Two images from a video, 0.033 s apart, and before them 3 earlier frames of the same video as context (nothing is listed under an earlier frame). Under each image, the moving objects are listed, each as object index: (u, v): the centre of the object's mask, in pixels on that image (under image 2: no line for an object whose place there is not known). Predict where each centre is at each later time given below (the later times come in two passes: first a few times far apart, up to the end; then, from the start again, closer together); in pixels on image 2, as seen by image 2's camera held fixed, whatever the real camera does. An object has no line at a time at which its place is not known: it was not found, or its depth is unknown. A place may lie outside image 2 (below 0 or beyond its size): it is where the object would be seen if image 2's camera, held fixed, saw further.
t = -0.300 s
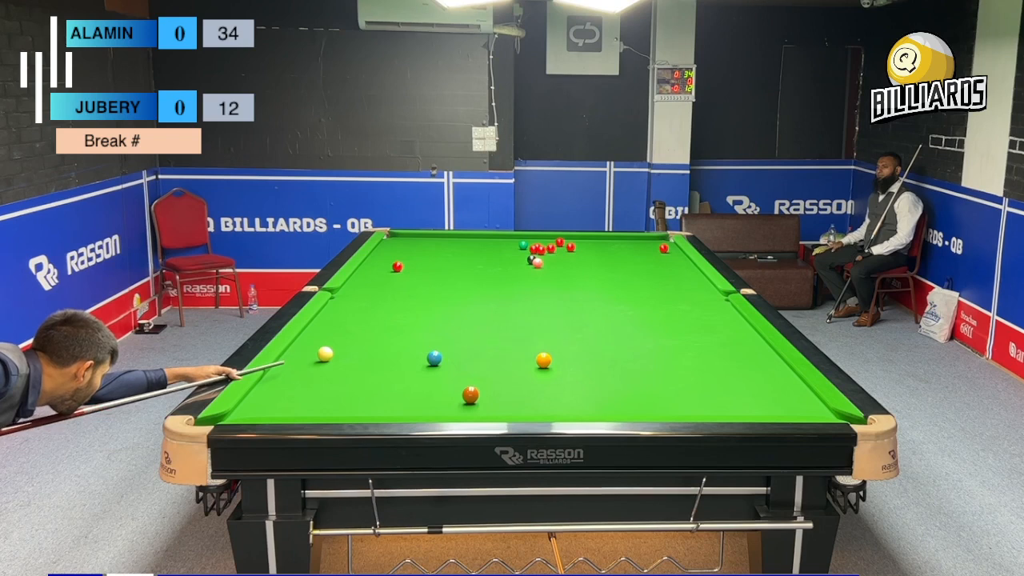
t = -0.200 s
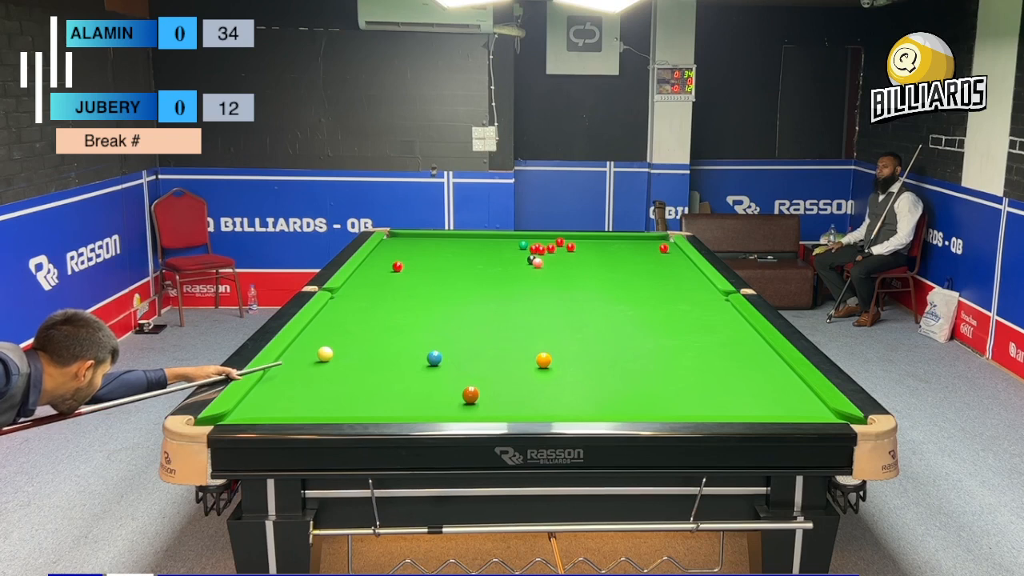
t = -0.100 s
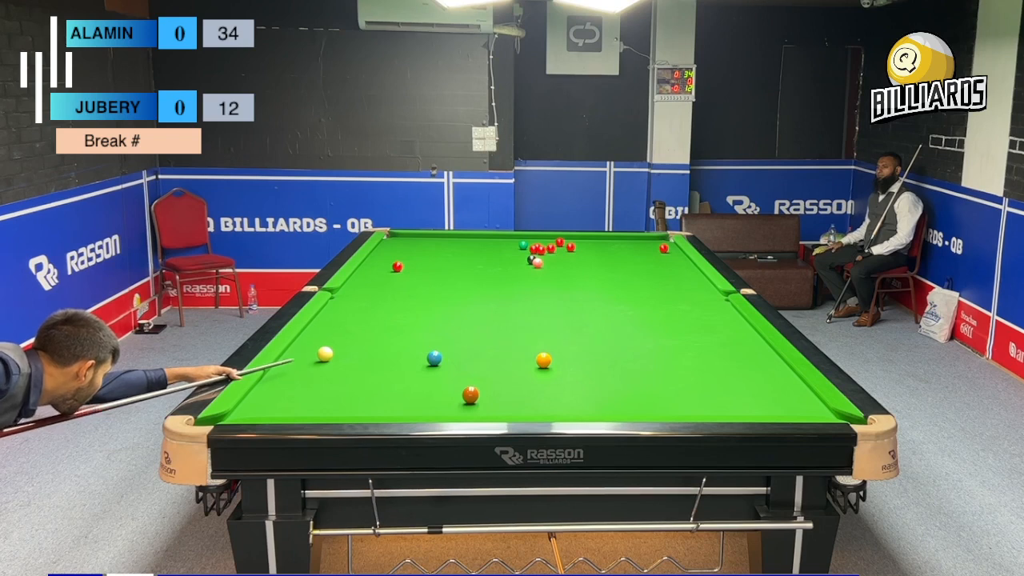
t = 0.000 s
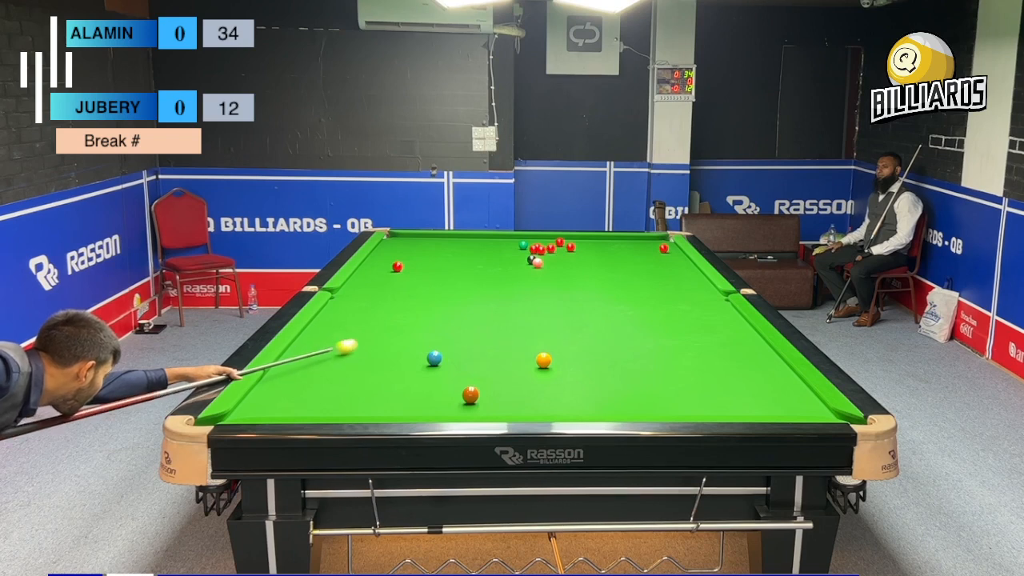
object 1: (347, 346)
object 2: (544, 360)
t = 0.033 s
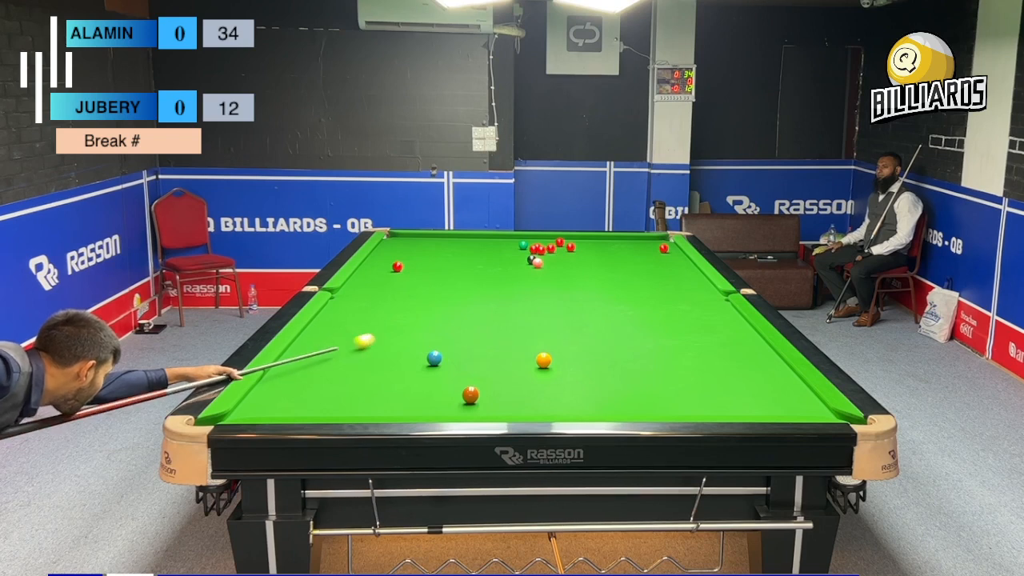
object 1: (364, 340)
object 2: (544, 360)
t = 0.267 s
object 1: (460, 310)
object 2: (544, 360)
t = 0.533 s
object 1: (541, 285)
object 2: (544, 360)
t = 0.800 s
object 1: (605, 265)
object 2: (544, 360)
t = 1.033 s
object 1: (649, 250)
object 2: (544, 360)
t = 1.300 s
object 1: (640, 239)
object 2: (544, 360)
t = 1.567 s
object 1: (636, 242)
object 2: (544, 360)
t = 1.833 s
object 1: (632, 248)
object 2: (544, 360)
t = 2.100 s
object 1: (628, 254)
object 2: (544, 360)
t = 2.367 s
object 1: (624, 261)
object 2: (544, 360)
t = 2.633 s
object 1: (620, 268)
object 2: (544, 360)
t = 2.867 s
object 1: (615, 274)
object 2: (544, 360)
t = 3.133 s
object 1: (610, 281)
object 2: (544, 360)
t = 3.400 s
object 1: (605, 288)
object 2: (544, 360)
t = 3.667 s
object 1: (600, 296)
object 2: (544, 360)
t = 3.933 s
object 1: (594, 304)
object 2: (544, 360)
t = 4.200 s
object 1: (589, 312)
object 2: (544, 360)
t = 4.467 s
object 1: (583, 320)
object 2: (544, 360)
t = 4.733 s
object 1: (577, 329)
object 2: (544, 360)
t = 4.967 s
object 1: (572, 336)
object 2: (543, 360)
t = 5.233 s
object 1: (565, 345)
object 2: (543, 360)
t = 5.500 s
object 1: (559, 354)
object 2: (543, 360)
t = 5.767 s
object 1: (560, 361)
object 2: (537, 361)
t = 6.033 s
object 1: (567, 367)
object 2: (525, 363)
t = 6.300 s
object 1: (573, 373)
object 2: (516, 365)
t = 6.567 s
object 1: (579, 378)
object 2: (508, 366)
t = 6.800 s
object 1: (585, 382)
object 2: (503, 368)
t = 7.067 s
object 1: (590, 387)
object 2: (498, 368)
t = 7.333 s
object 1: (595, 391)
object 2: (495, 369)
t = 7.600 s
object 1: (599, 394)
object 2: (494, 369)
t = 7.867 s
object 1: (602, 397)
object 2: (495, 369)
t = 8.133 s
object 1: (605, 399)
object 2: (495, 369)
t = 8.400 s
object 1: (607, 400)
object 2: (495, 369)
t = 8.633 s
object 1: (608, 400)
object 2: (495, 369)
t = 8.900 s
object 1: (608, 400)
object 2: (495, 369)
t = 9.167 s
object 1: (608, 400)
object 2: (495, 369)
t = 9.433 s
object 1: (608, 400)
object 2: (495, 369)
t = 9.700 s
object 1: (608, 400)
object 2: (495, 369)
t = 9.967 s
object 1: (608, 400)
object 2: (495, 369)
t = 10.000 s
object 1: (608, 400)
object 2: (495, 369)
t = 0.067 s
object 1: (381, 335)
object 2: (543, 360)
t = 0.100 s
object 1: (395, 331)
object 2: (544, 360)
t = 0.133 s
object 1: (409, 326)
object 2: (544, 360)
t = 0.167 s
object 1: (423, 322)
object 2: (544, 360)
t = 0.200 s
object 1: (436, 318)
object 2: (544, 360)
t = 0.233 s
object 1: (448, 314)
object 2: (544, 360)
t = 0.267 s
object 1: (460, 310)
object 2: (544, 360)
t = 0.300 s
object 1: (471, 307)
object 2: (544, 360)
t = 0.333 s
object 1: (483, 303)
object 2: (544, 360)
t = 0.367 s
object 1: (493, 300)
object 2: (544, 360)
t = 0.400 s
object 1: (503, 297)
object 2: (544, 360)
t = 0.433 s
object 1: (513, 294)
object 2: (544, 360)
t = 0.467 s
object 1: (523, 291)
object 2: (544, 360)
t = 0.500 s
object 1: (532, 288)
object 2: (544, 360)
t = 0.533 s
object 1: (541, 285)
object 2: (544, 360)
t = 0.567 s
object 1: (550, 282)
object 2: (544, 360)
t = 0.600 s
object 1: (559, 279)
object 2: (544, 360)
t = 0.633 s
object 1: (567, 277)
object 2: (544, 360)
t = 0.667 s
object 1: (575, 274)
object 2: (544, 360)
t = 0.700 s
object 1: (583, 272)
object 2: (544, 360)
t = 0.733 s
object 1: (590, 269)
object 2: (544, 360)
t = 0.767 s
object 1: (597, 267)
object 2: (544, 360)
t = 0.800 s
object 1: (605, 265)
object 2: (544, 360)
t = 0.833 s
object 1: (612, 262)
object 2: (543, 360)
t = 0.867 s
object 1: (618, 260)
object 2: (544, 360)
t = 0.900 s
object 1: (625, 258)
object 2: (544, 360)
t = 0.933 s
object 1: (631, 256)
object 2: (544, 360)
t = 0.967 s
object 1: (638, 254)
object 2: (544, 360)
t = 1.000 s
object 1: (644, 252)
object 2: (544, 360)
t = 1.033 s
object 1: (649, 250)
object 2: (544, 360)
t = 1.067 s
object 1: (654, 248)
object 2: (544, 360)
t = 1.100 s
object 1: (651, 247)
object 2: (544, 360)
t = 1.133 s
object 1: (649, 246)
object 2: (544, 360)
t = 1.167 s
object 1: (646, 245)
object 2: (544, 360)
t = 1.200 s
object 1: (644, 243)
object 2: (543, 360)
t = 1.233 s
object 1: (642, 242)
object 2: (544, 360)
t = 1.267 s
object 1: (641, 240)
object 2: (544, 360)
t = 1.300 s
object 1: (640, 239)
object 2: (544, 360)
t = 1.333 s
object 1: (639, 238)
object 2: (544, 360)
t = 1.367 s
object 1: (638, 237)
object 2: (544, 360)
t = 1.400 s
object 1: (638, 237)
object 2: (544, 360)
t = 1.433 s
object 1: (638, 238)
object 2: (544, 360)
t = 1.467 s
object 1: (637, 239)
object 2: (544, 360)
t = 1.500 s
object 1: (637, 240)
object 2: (544, 360)
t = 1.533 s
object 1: (636, 241)
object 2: (544, 360)
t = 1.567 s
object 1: (636, 242)
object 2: (544, 360)
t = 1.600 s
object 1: (636, 242)
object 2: (544, 360)
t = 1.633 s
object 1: (635, 243)
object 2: (544, 360)
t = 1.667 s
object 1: (635, 244)
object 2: (544, 360)
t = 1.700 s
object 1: (634, 245)
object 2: (544, 360)
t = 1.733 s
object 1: (634, 246)
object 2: (544, 360)
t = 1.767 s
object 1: (633, 246)
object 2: (544, 360)
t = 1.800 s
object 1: (633, 247)
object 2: (544, 360)
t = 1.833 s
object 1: (632, 248)
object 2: (544, 360)
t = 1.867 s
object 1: (632, 249)
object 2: (544, 360)
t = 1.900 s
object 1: (631, 249)
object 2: (544, 360)
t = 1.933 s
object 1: (631, 250)
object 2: (544, 360)
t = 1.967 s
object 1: (630, 251)
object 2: (544, 360)
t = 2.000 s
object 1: (630, 252)
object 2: (544, 360)
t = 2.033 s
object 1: (629, 252)
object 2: (544, 360)
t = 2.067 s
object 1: (629, 253)
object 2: (544, 360)
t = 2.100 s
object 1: (628, 254)
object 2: (544, 360)
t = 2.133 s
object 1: (628, 255)
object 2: (544, 360)
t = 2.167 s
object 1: (627, 256)
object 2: (544, 360)
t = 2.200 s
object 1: (627, 257)
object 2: (544, 360)
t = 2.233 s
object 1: (626, 257)
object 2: (544, 360)
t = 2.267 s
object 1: (626, 258)
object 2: (544, 360)
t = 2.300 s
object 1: (625, 259)
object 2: (544, 360)
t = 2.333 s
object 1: (625, 260)
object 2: (544, 360)
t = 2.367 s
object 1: (624, 261)
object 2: (544, 360)
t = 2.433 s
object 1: (623, 262)
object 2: (544, 360)
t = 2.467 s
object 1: (622, 263)
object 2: (544, 360)
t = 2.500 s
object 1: (622, 264)
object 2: (544, 360)
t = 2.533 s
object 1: (621, 265)
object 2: (544, 360)
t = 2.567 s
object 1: (621, 266)
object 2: (544, 360)
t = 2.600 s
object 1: (620, 267)
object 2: (544, 360)
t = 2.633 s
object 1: (620, 268)
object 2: (544, 360)
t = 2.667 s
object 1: (619, 268)
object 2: (544, 360)
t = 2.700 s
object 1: (618, 269)
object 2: (544, 360)
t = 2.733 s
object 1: (618, 270)
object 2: (544, 360)
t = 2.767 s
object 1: (617, 271)
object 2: (544, 360)
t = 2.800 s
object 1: (617, 272)
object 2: (544, 360)
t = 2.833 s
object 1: (616, 273)
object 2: (544, 360)
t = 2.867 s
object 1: (615, 274)
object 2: (544, 360)
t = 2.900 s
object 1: (615, 275)
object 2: (544, 360)
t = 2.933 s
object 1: (614, 275)
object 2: (544, 360)
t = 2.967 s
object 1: (614, 277)
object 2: (544, 360)
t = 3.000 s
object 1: (613, 277)
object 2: (544, 360)
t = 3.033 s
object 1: (612, 278)
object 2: (544, 360)
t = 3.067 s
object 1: (612, 279)
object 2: (544, 360)
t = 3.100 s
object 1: (611, 280)
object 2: (544, 360)
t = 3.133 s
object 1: (610, 281)
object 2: (544, 360)
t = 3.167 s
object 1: (610, 282)
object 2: (544, 360)
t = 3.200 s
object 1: (609, 283)
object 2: (544, 360)
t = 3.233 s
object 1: (608, 284)
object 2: (544, 360)
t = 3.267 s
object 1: (608, 284)
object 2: (544, 360)
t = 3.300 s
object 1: (607, 285)
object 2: (544, 360)
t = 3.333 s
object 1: (607, 286)
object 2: (544, 360)
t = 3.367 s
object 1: (606, 288)
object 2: (544, 360)
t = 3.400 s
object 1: (605, 288)
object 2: (544, 360)
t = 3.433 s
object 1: (605, 289)
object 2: (544, 360)
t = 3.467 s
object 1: (604, 290)
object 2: (544, 360)
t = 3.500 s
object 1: (603, 291)
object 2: (544, 360)
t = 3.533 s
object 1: (602, 292)
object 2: (544, 360)
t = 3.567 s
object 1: (602, 293)
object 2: (544, 360)
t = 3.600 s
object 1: (601, 294)
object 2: (544, 360)
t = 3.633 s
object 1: (601, 295)
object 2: (544, 360)
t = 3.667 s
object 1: (600, 296)
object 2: (544, 360)
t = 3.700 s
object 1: (599, 297)
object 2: (544, 360)
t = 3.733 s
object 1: (598, 298)
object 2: (544, 360)
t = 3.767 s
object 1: (598, 299)
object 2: (544, 360)
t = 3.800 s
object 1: (597, 300)
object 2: (544, 360)
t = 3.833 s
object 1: (596, 301)
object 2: (544, 360)
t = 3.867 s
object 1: (596, 302)
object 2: (544, 360)
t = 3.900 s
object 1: (595, 303)
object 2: (544, 360)
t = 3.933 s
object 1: (594, 304)
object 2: (544, 360)
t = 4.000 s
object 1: (593, 306)
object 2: (544, 360)
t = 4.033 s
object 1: (592, 307)
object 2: (544, 360)
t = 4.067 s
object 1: (592, 308)
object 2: (543, 360)
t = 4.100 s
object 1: (591, 309)
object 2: (544, 360)
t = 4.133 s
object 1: (590, 310)
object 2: (544, 360)
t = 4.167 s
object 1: (589, 311)
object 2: (544, 360)
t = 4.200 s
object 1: (589, 312)
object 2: (544, 360)
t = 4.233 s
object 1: (588, 313)
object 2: (544, 360)
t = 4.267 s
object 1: (587, 314)
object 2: (544, 360)
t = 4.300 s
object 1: (587, 315)
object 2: (544, 360)
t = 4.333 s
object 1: (586, 316)
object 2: (544, 360)
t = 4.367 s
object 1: (585, 317)
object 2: (544, 360)
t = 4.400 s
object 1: (585, 318)
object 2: (544, 360)
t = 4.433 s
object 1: (584, 319)
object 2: (544, 360)
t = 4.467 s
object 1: (583, 320)
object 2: (544, 360)
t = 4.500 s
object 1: (582, 321)
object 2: (544, 360)
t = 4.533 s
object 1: (582, 323)
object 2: (544, 360)
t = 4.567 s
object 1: (581, 324)
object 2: (543, 360)
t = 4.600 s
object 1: (580, 324)
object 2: (544, 360)
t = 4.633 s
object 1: (580, 326)
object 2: (543, 360)
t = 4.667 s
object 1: (579, 327)
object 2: (544, 360)
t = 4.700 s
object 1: (578, 328)
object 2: (543, 360)
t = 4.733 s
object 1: (577, 329)
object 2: (544, 360)
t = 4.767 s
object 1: (576, 330)
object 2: (544, 360)
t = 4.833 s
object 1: (575, 332)
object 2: (543, 360)
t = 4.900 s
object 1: (573, 334)
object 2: (543, 360)
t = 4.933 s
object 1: (573, 335)
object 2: (543, 360)
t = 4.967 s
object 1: (572, 336)
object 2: (543, 360)
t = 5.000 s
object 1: (571, 337)
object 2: (543, 360)
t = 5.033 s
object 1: (570, 338)
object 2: (543, 360)
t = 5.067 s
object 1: (569, 339)
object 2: (543, 360)
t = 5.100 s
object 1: (569, 340)
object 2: (543, 360)
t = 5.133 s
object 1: (568, 342)
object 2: (544, 360)
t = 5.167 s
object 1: (567, 343)
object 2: (543, 360)
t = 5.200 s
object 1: (566, 344)
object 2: (543, 360)
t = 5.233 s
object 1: (565, 345)
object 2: (543, 360)
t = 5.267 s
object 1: (565, 346)
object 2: (543, 360)
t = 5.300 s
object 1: (564, 347)
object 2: (543, 360)
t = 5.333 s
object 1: (563, 348)
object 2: (543, 360)
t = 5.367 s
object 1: (562, 349)
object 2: (543, 360)
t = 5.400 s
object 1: (561, 350)
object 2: (543, 360)
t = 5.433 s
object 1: (561, 351)
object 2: (543, 360)
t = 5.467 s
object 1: (560, 352)
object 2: (543, 360)
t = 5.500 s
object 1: (559, 354)
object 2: (543, 360)
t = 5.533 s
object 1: (558, 355)
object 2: (543, 360)
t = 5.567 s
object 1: (557, 356)
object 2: (543, 360)
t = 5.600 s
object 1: (557, 357)
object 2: (543, 360)
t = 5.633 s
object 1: (556, 358)
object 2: (543, 360)
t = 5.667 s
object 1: (557, 359)
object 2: (541, 360)
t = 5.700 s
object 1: (558, 359)
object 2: (540, 360)
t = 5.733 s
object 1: (559, 360)
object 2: (538, 361)
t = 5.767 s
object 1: (560, 361)
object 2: (537, 361)
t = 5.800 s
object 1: (560, 362)
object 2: (535, 361)
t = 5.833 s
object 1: (561, 362)
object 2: (534, 362)
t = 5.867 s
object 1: (562, 363)
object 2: (532, 362)
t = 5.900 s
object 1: (563, 364)
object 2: (531, 362)
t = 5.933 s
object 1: (564, 365)
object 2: (529, 362)
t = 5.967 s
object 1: (565, 365)
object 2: (529, 363)
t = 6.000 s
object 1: (566, 366)
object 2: (527, 363)
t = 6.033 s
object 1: (567, 367)
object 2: (525, 363)
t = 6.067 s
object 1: (568, 368)
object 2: (524, 363)
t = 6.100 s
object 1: (569, 368)
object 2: (523, 364)
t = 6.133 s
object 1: (569, 369)
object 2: (521, 364)
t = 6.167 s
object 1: (570, 370)
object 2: (520, 364)
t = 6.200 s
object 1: (571, 371)
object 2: (519, 364)
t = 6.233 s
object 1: (572, 371)
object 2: (518, 365)
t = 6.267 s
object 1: (573, 372)
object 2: (517, 365)
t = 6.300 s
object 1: (573, 373)
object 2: (516, 365)
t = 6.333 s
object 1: (574, 373)
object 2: (515, 365)
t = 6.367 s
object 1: (575, 374)
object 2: (513, 365)
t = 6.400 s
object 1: (575, 375)
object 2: (513, 366)
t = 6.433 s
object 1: (576, 375)
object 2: (512, 366)
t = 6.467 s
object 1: (577, 376)
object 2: (511, 366)
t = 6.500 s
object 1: (578, 377)
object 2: (510, 366)
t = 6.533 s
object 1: (579, 377)
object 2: (509, 366)
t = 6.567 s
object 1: (579, 378)
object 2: (508, 366)
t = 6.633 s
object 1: (581, 379)
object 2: (506, 367)
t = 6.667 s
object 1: (581, 380)
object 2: (505, 367)
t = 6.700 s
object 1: (582, 380)
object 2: (505, 367)
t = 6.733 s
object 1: (583, 381)
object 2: (504, 367)
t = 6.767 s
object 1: (584, 382)
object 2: (503, 367)
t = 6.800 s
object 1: (585, 382)
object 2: (503, 368)
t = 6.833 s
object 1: (585, 383)
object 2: (502, 368)
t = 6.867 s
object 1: (586, 384)
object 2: (501, 368)
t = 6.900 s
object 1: (586, 384)
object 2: (500, 368)
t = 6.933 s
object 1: (587, 385)
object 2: (500, 368)
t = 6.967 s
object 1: (588, 385)
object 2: (499, 368)
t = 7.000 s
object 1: (589, 386)
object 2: (499, 368)
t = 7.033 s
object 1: (589, 386)
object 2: (498, 368)
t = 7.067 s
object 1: (590, 387)
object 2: (498, 368)
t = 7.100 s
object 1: (591, 387)
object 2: (497, 369)
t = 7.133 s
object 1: (591, 388)
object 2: (497, 369)
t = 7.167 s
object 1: (592, 388)
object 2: (497, 369)
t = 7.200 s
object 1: (593, 389)
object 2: (496, 369)
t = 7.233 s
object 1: (593, 390)
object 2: (496, 369)
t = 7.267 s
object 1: (594, 390)
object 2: (495, 369)
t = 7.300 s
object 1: (594, 390)
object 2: (495, 369)
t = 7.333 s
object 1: (595, 391)
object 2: (495, 369)
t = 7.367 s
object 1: (596, 391)
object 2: (495, 369)
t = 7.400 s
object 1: (596, 392)
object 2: (495, 369)
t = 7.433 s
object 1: (597, 392)
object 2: (495, 369)
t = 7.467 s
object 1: (597, 393)
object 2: (494, 369)
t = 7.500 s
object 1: (598, 393)
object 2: (494, 369)
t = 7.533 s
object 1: (599, 393)
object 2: (494, 369)
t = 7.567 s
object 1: (599, 394)
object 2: (494, 369)
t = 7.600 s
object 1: (599, 394)
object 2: (494, 369)
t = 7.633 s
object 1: (600, 395)
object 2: (494, 369)
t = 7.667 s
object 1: (600, 395)
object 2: (494, 369)
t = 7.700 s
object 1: (600, 395)
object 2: (494, 369)
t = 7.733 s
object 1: (601, 396)
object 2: (495, 369)
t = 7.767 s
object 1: (601, 396)
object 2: (494, 369)
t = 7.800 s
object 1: (602, 396)
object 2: (494, 369)
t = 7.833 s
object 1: (602, 397)
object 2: (495, 369)
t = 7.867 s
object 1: (602, 397)
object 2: (495, 369)
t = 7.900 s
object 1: (603, 397)
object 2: (495, 369)
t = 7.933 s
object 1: (603, 397)
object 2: (495, 369)
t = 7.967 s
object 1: (603, 398)
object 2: (495, 369)
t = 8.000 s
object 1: (604, 398)
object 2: (495, 369)
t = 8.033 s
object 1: (604, 398)
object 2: (495, 369)
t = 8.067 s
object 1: (604, 398)
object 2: (495, 369)
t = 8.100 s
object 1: (605, 399)
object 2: (495, 369)
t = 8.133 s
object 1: (605, 399)
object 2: (495, 369)
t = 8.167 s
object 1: (605, 399)
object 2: (495, 369)
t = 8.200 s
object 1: (605, 399)
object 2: (495, 369)
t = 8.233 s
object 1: (605, 399)
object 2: (495, 369)
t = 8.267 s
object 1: (606, 399)
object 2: (495, 369)
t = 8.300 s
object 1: (606, 400)
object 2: (495, 369)
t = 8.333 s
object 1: (606, 400)
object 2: (495, 369)
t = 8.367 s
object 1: (607, 400)
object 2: (495, 369)
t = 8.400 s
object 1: (607, 400)
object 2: (495, 369)
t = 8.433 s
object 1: (607, 400)
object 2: (495, 369)
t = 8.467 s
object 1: (607, 400)
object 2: (495, 369)
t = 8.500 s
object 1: (607, 400)
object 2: (495, 369)
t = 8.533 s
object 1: (607, 400)
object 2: (495, 369)
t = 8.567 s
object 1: (608, 400)
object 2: (495, 369)
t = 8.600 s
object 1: (608, 400)
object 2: (495, 369)
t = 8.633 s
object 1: (608, 400)
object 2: (495, 369)
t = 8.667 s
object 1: (608, 400)
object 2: (495, 369)
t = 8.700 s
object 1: (608, 400)
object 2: (495, 369)
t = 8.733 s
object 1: (608, 400)
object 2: (495, 369)
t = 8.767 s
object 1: (608, 400)
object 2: (495, 369)
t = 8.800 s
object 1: (608, 400)
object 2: (495, 369)
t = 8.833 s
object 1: (608, 400)
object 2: (495, 369)
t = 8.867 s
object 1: (608, 400)
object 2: (495, 369)
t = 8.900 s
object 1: (608, 400)
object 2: (495, 369)
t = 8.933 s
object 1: (608, 400)
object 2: (495, 369)
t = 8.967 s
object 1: (608, 400)
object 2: (495, 369)
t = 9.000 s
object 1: (608, 401)
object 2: (495, 369)
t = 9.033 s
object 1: (608, 400)
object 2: (495, 369)
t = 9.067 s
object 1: (608, 400)
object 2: (495, 369)
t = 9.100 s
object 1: (608, 400)
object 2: (495, 369)
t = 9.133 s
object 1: (608, 400)
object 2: (495, 369)
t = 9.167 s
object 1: (608, 400)
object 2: (495, 369)
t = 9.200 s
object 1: (608, 400)
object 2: (495, 369)
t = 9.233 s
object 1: (608, 400)
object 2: (495, 369)
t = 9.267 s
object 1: (608, 400)
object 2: (495, 369)
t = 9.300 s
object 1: (608, 400)
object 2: (495, 369)
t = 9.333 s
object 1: (608, 400)
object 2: (495, 369)
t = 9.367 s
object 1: (608, 400)
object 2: (495, 369)
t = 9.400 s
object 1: (608, 400)
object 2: (495, 369)
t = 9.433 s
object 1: (608, 400)
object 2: (495, 369)
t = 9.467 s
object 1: (608, 400)
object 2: (495, 369)
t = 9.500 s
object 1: (608, 400)
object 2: (495, 369)
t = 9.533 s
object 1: (608, 400)
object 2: (495, 369)
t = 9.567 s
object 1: (608, 400)
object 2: (495, 369)
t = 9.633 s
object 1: (608, 400)
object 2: (495, 369)
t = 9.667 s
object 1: (608, 400)
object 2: (495, 369)
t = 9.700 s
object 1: (608, 400)
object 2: (495, 369)
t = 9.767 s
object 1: (608, 400)
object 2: (495, 369)
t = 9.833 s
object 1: (608, 400)
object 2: (495, 369)
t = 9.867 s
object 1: (608, 400)
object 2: (495, 369)
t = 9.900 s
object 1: (608, 400)
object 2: (495, 369)
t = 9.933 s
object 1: (608, 400)
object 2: (495, 369)
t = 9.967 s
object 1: (608, 400)
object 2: (495, 369)
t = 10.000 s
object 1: (608, 400)
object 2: (495, 369)
